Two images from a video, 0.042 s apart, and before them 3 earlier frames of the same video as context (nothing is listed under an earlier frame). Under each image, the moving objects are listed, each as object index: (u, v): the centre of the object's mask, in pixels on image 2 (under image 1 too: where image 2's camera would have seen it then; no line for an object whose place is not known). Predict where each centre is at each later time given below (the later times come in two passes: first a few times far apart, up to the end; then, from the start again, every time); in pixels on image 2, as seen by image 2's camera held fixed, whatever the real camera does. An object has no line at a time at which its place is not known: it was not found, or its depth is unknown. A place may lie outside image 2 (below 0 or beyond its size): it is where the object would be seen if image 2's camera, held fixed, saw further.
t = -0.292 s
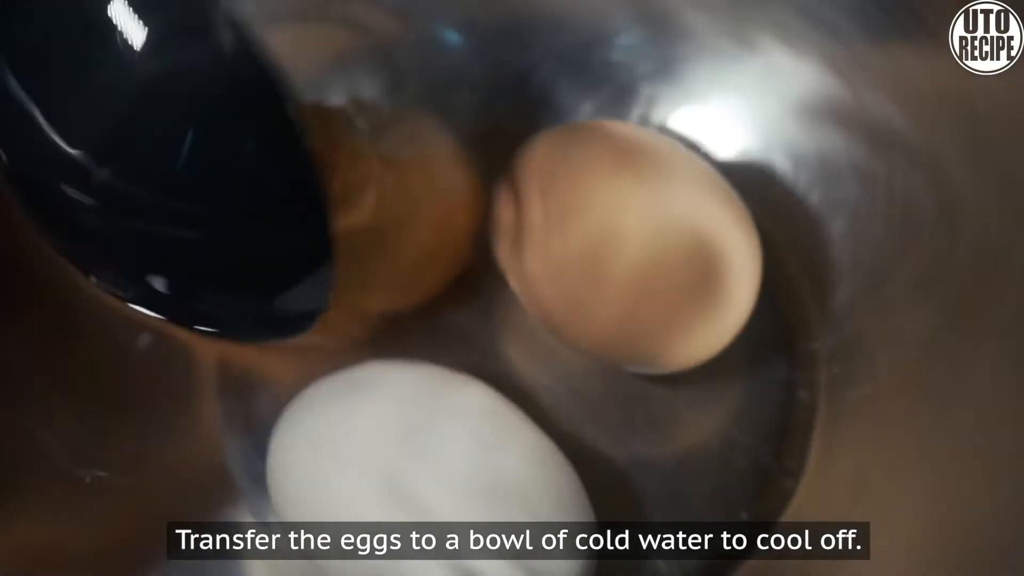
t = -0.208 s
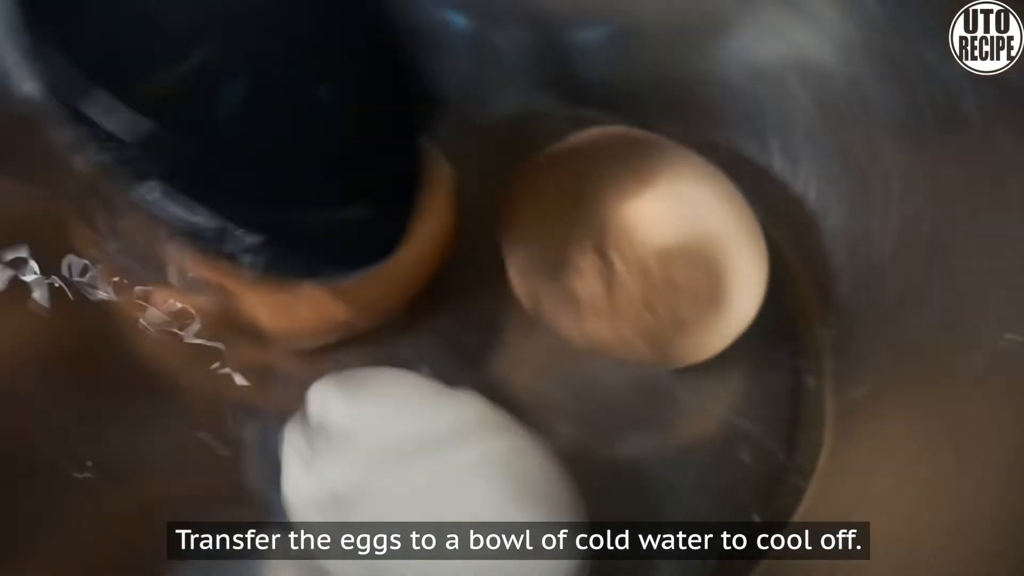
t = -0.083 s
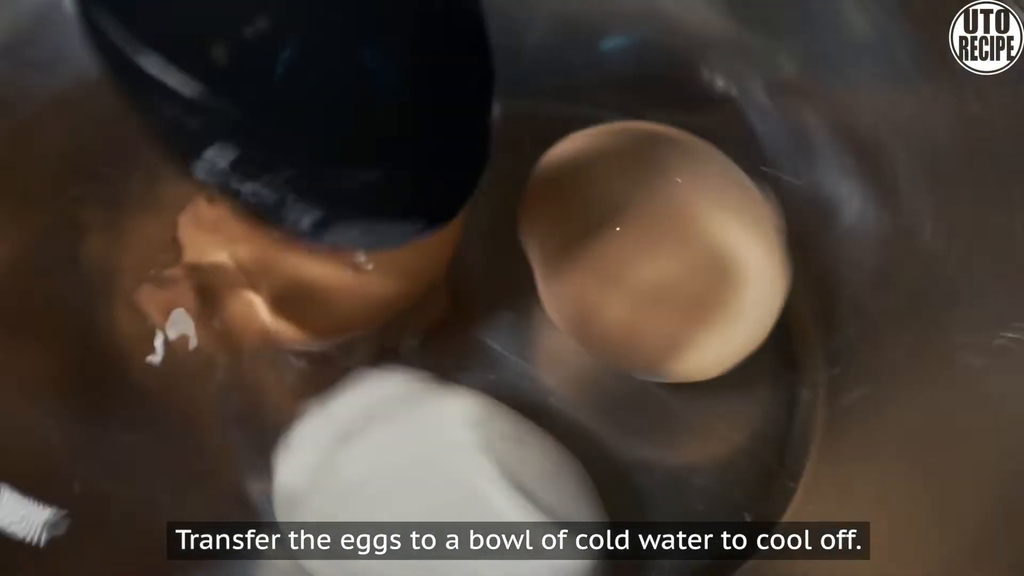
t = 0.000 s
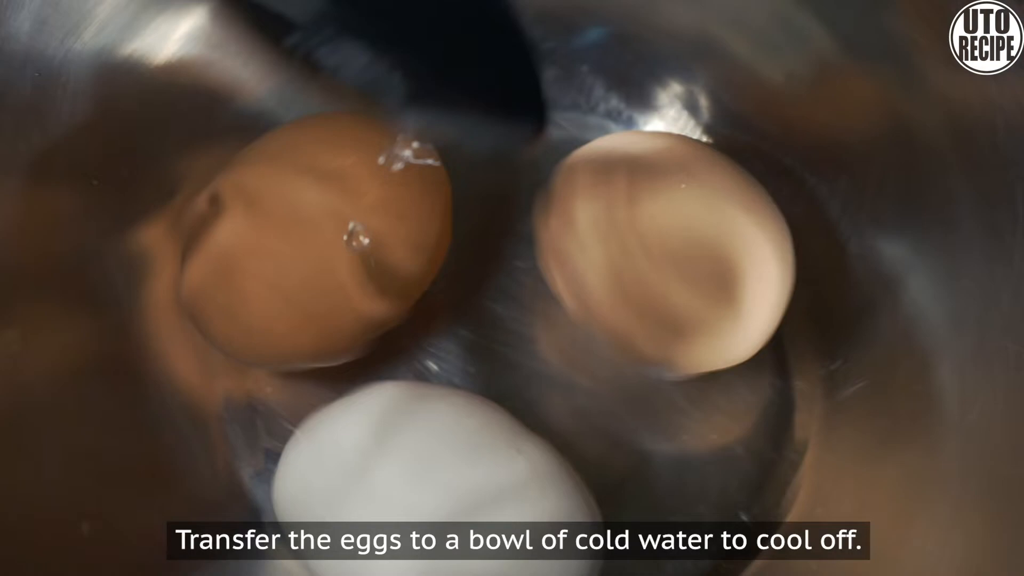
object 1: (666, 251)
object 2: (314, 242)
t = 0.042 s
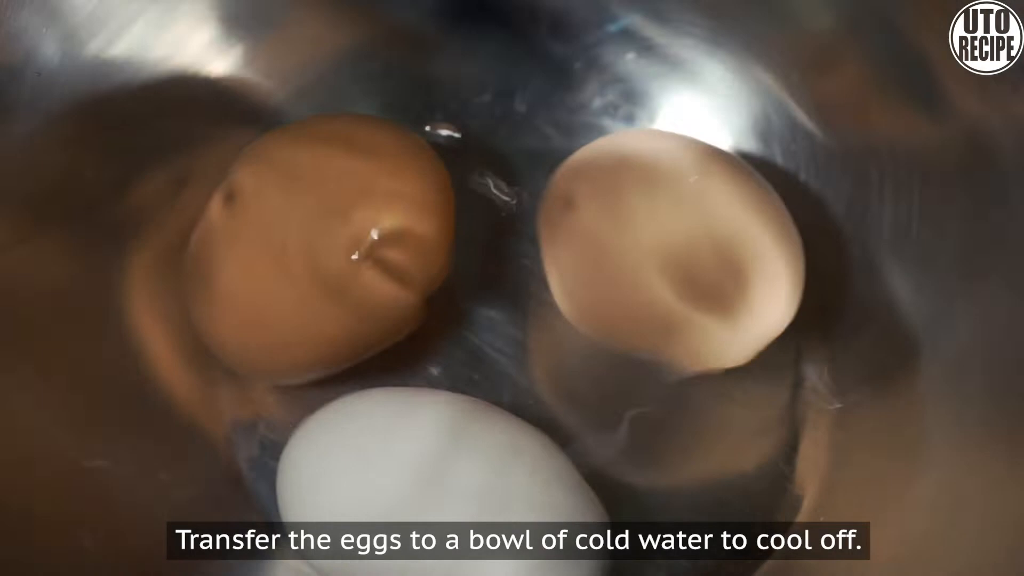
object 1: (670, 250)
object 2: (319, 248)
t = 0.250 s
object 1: (694, 258)
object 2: (316, 254)
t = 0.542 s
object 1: (707, 260)
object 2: (286, 271)
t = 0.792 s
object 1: (726, 270)
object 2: (270, 278)
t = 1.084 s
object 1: (733, 265)
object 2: (243, 291)
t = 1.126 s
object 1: (733, 267)
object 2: (239, 290)
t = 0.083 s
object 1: (677, 251)
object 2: (321, 247)
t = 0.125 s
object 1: (688, 252)
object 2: (320, 247)
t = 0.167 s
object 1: (688, 254)
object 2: (324, 249)
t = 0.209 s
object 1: (691, 255)
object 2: (318, 252)
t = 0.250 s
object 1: (694, 258)
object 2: (316, 254)
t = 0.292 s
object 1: (701, 258)
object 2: (310, 257)
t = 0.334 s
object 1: (700, 257)
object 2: (305, 261)
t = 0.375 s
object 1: (699, 259)
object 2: (300, 264)
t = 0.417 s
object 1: (702, 263)
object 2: (297, 265)
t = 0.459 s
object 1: (708, 263)
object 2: (295, 266)
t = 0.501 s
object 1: (708, 261)
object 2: (290, 270)
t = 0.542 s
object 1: (707, 260)
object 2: (286, 271)
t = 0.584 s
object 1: (711, 265)
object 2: (281, 274)
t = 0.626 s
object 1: (715, 263)
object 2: (280, 275)
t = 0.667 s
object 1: (716, 260)
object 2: (279, 274)
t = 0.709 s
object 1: (720, 263)
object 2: (277, 275)
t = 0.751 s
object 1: (725, 265)
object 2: (275, 276)
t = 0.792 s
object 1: (726, 270)
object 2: (270, 278)
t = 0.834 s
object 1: (730, 265)
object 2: (268, 280)
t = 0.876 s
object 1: (733, 261)
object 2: (265, 280)
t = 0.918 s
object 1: (734, 267)
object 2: (262, 281)
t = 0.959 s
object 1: (735, 267)
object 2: (259, 284)
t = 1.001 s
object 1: (734, 265)
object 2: (255, 288)
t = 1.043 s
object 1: (737, 262)
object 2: (249, 291)
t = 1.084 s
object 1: (733, 265)
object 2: (243, 291)
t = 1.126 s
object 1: (733, 267)
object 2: (239, 290)
